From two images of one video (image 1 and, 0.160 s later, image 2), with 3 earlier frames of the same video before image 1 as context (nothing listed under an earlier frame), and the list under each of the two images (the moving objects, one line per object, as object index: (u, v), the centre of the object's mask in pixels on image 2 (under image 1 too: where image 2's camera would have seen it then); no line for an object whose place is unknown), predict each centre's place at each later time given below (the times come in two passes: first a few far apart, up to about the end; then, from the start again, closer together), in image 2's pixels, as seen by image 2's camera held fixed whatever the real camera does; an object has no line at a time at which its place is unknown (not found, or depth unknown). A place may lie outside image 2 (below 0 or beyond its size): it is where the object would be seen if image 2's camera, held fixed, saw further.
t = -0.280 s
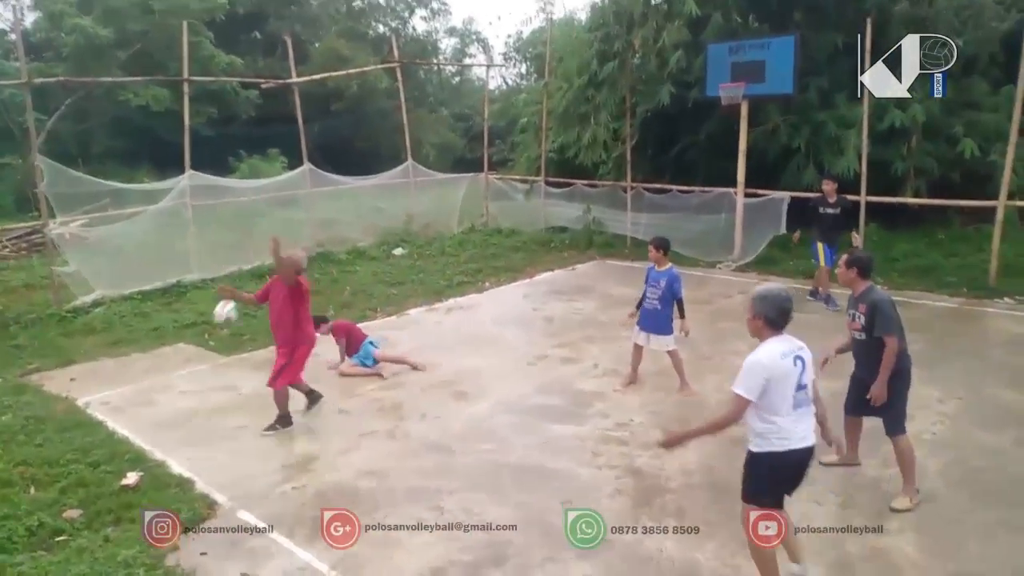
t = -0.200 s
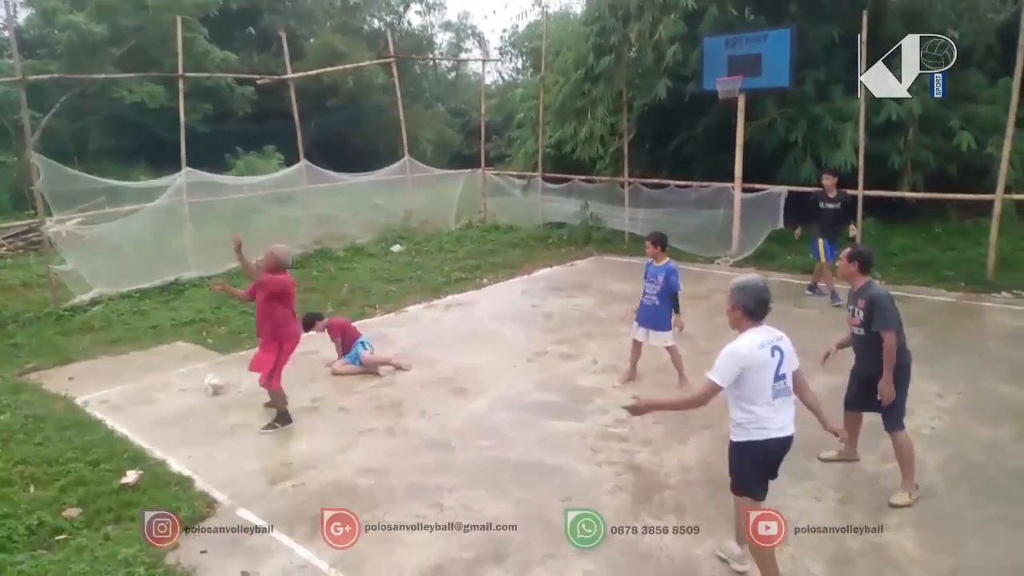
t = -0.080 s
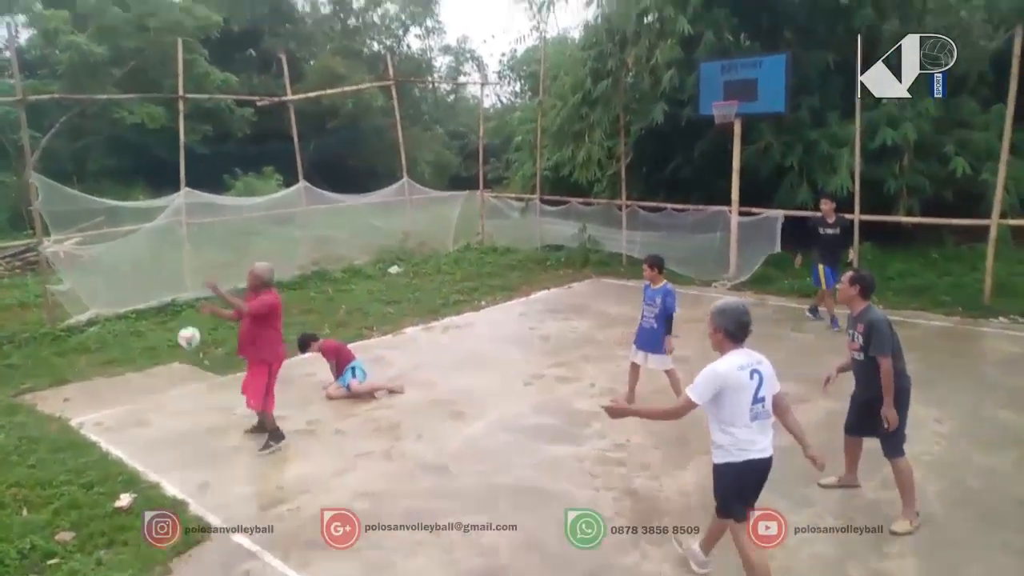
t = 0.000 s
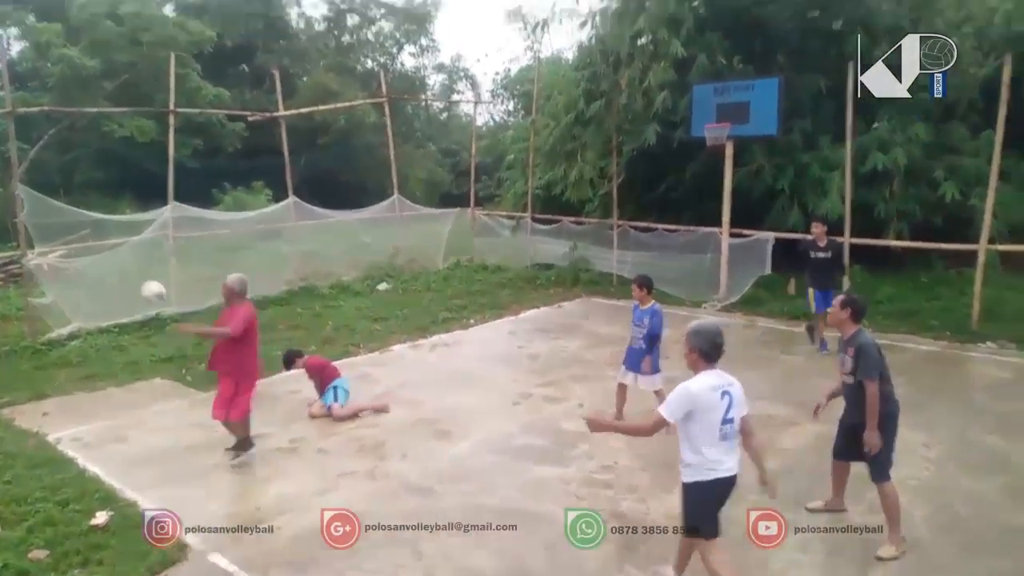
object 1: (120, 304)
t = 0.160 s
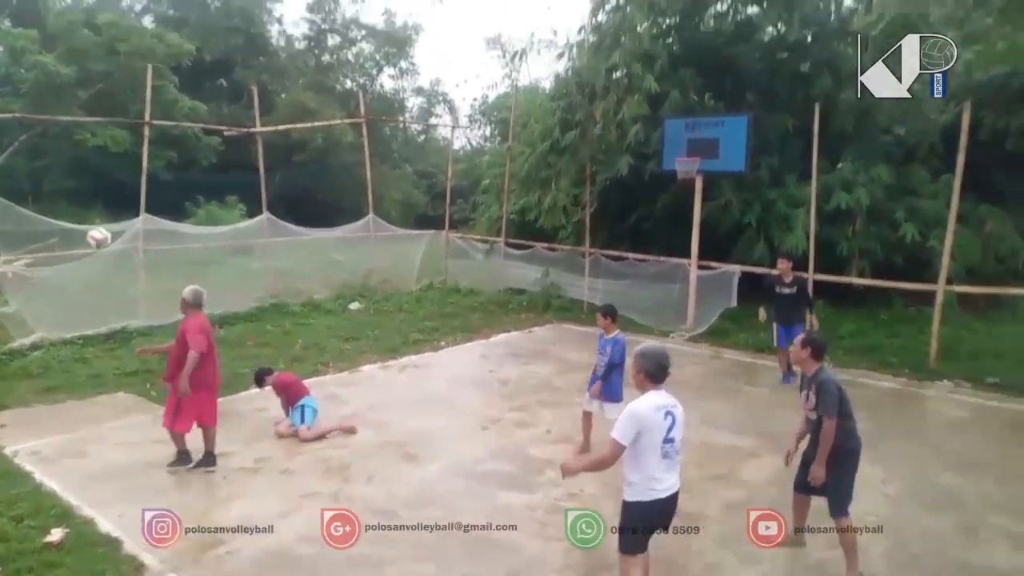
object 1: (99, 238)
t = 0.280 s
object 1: (78, 191)
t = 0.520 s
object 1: (51, 154)
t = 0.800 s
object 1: (28, 178)
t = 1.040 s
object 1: (11, 247)
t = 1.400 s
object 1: (-17, 357)
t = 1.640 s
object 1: (-56, 293)
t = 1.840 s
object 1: (-86, 275)
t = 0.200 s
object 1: (93, 223)
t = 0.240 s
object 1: (83, 200)
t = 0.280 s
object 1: (78, 191)
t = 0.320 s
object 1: (74, 182)
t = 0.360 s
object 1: (69, 174)
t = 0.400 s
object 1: (65, 168)
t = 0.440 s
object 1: (61, 162)
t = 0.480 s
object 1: (55, 156)
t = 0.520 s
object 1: (51, 154)
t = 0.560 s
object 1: (48, 154)
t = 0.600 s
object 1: (45, 154)
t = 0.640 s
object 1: (42, 156)
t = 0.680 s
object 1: (39, 158)
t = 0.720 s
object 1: (36, 162)
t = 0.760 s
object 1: (30, 171)
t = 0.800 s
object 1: (28, 178)
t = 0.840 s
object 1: (26, 185)
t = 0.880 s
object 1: (23, 193)
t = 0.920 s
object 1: (22, 202)
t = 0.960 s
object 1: (19, 211)
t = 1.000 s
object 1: (14, 233)
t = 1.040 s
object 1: (11, 247)
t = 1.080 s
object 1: (10, 260)
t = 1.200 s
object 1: (5, 304)
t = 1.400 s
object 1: (-17, 357)
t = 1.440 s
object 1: (-23, 345)
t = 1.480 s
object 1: (-33, 324)
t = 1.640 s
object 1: (-56, 293)
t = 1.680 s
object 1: (-61, 288)
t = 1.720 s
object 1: (-67, 283)
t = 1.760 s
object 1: (-76, 277)
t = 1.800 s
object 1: (-81, 275)
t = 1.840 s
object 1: (-86, 275)
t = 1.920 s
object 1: (-94, 274)
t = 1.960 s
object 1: (-98, 276)
